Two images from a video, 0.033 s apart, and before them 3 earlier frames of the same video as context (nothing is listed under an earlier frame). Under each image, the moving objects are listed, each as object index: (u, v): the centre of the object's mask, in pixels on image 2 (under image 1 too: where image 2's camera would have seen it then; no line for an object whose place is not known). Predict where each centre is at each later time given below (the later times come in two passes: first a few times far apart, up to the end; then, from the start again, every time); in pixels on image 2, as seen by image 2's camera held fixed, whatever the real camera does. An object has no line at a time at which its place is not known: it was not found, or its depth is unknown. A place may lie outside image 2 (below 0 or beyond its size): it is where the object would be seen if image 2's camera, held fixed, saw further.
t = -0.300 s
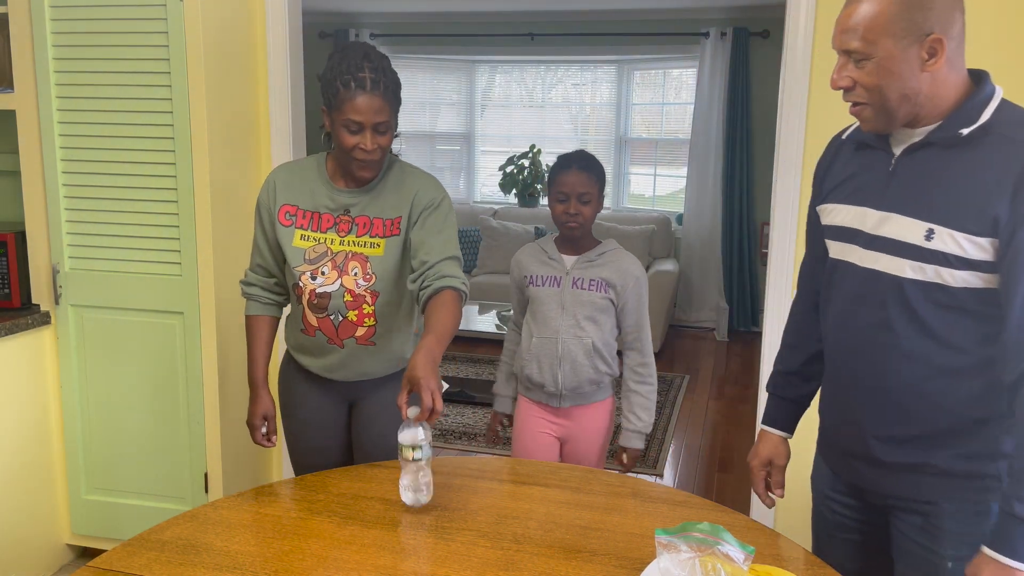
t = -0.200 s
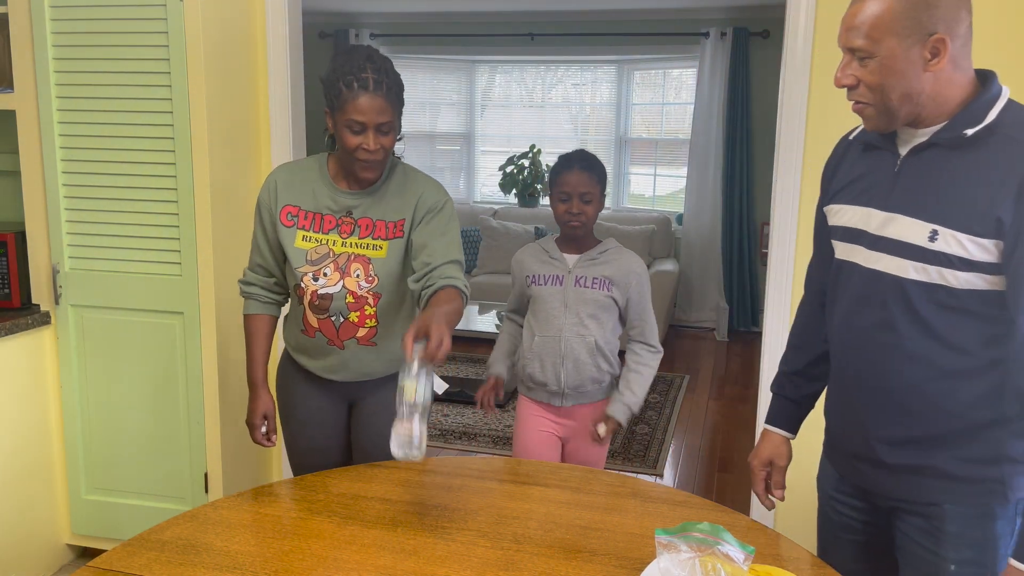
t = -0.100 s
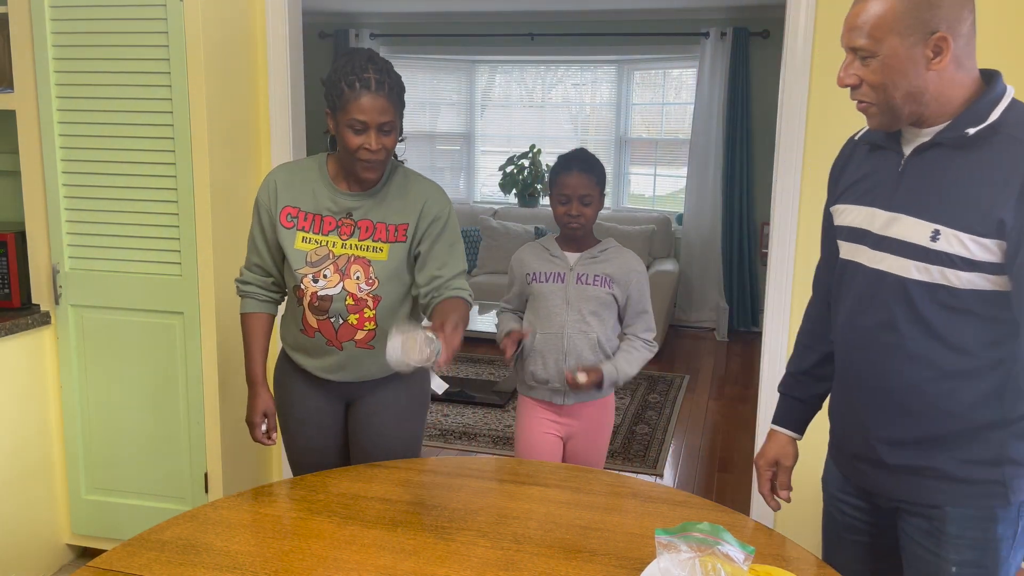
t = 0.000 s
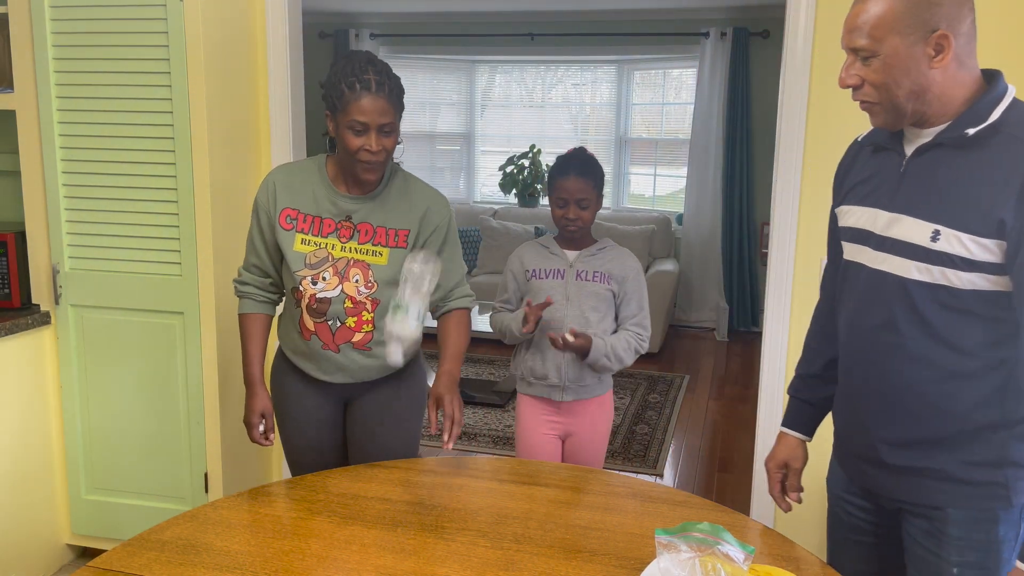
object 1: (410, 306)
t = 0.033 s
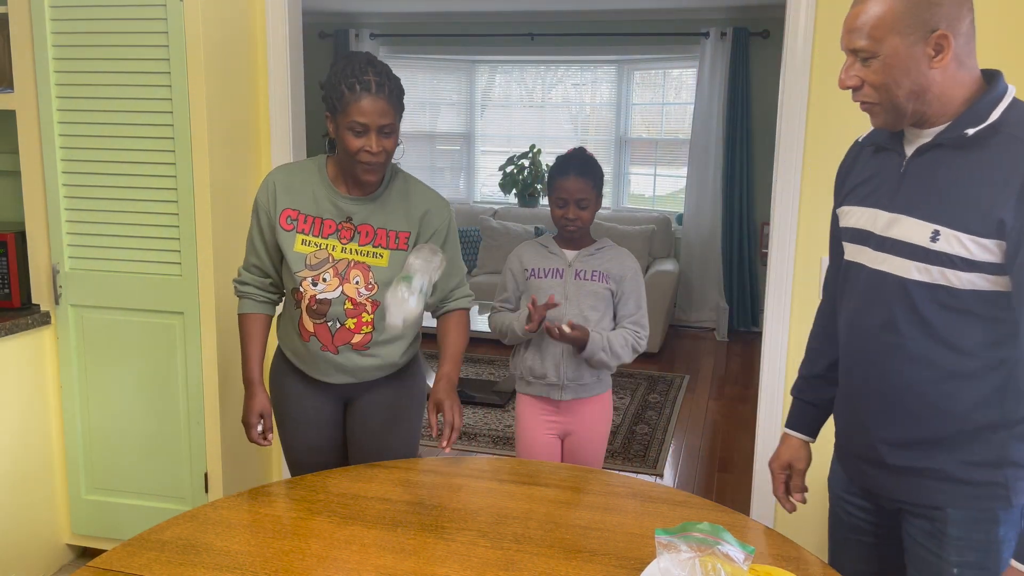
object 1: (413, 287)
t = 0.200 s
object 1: (432, 313)
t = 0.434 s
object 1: (456, 502)
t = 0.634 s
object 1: (474, 521)
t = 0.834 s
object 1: (484, 522)
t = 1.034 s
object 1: (493, 523)
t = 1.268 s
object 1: (500, 524)
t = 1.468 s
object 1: (502, 525)
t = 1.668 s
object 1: (507, 525)
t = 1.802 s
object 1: (509, 525)
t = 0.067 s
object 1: (418, 276)
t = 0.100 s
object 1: (421, 274)
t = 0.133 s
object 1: (425, 281)
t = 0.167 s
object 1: (429, 293)
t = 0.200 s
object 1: (432, 313)
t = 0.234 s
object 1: (435, 339)
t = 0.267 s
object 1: (438, 370)
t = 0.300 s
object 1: (441, 404)
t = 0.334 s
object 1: (444, 449)
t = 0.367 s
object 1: (447, 497)
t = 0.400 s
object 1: (452, 503)
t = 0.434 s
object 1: (456, 502)
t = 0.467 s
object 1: (459, 505)
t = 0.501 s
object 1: (463, 511)
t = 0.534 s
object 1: (466, 521)
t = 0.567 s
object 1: (469, 520)
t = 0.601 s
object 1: (471, 520)
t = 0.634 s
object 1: (474, 521)
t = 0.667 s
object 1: (475, 521)
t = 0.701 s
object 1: (476, 521)
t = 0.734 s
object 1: (478, 521)
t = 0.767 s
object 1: (480, 521)
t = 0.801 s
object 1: (483, 522)
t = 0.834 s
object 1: (484, 522)
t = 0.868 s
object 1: (486, 522)
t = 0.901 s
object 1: (487, 522)
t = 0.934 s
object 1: (487, 522)
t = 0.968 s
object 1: (489, 523)
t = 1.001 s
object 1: (491, 523)
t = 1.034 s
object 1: (493, 523)
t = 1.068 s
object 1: (495, 523)
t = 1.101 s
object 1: (495, 523)
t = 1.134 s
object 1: (495, 524)
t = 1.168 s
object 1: (496, 524)
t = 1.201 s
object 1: (497, 524)
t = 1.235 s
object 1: (499, 524)
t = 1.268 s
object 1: (500, 524)
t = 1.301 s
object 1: (500, 524)
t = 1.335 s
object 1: (500, 524)
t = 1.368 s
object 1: (500, 524)
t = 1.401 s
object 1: (500, 524)
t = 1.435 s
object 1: (501, 524)
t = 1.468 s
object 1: (502, 525)
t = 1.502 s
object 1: (503, 525)
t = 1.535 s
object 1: (504, 525)
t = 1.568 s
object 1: (504, 525)
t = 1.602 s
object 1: (505, 525)
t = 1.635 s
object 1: (506, 525)
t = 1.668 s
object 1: (507, 525)
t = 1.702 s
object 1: (508, 525)
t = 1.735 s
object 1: (508, 525)
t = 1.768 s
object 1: (508, 525)
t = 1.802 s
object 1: (509, 525)
